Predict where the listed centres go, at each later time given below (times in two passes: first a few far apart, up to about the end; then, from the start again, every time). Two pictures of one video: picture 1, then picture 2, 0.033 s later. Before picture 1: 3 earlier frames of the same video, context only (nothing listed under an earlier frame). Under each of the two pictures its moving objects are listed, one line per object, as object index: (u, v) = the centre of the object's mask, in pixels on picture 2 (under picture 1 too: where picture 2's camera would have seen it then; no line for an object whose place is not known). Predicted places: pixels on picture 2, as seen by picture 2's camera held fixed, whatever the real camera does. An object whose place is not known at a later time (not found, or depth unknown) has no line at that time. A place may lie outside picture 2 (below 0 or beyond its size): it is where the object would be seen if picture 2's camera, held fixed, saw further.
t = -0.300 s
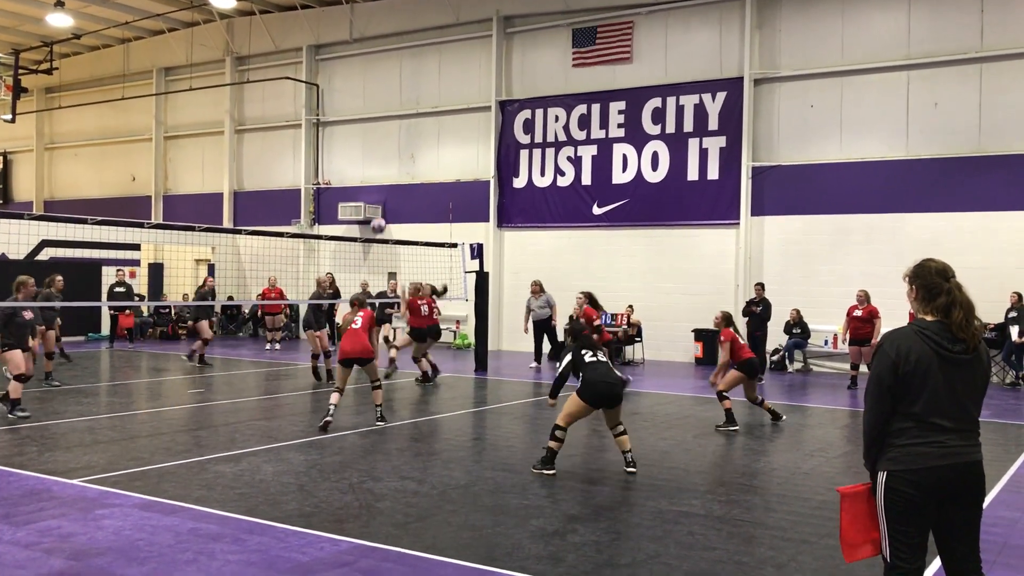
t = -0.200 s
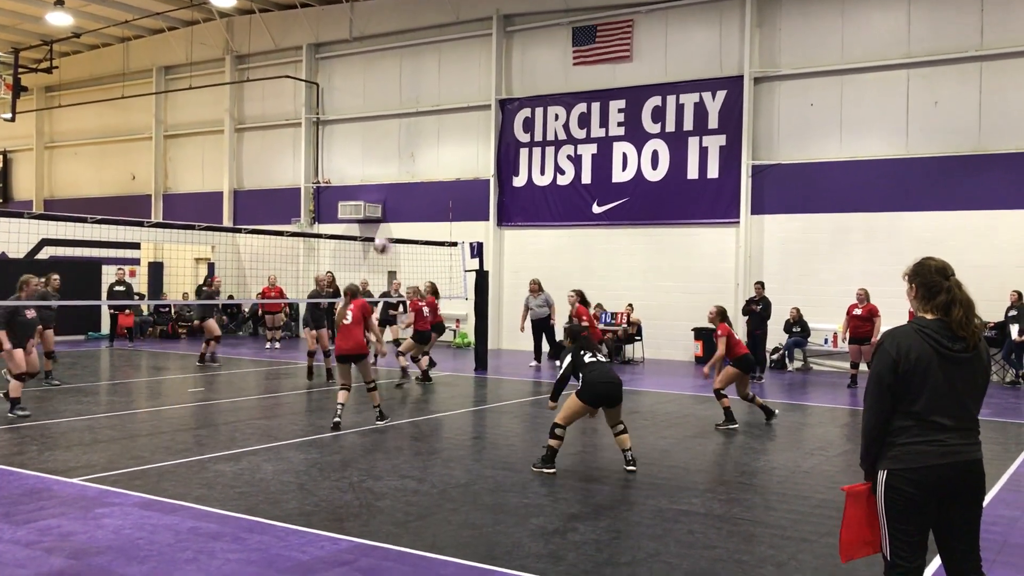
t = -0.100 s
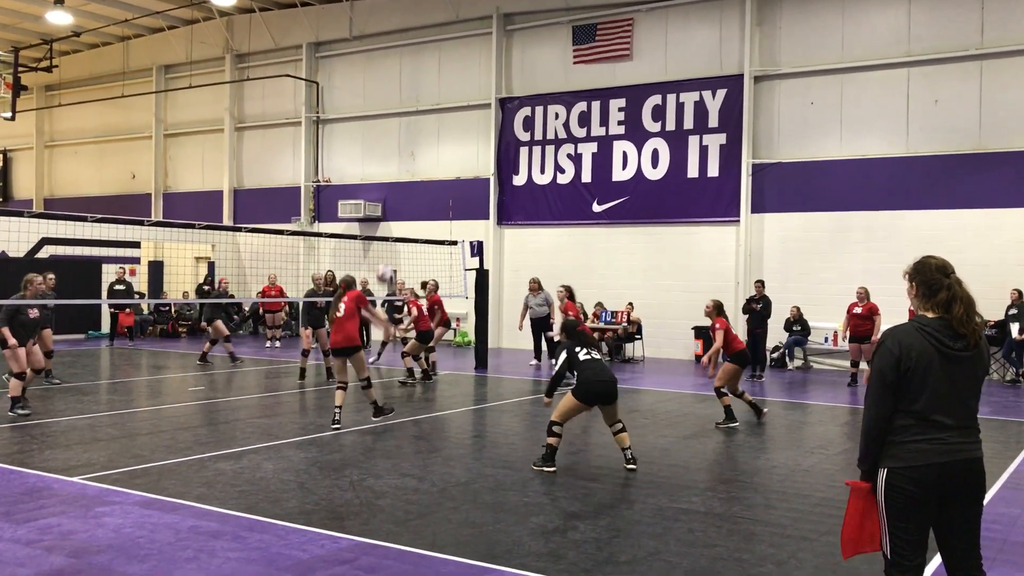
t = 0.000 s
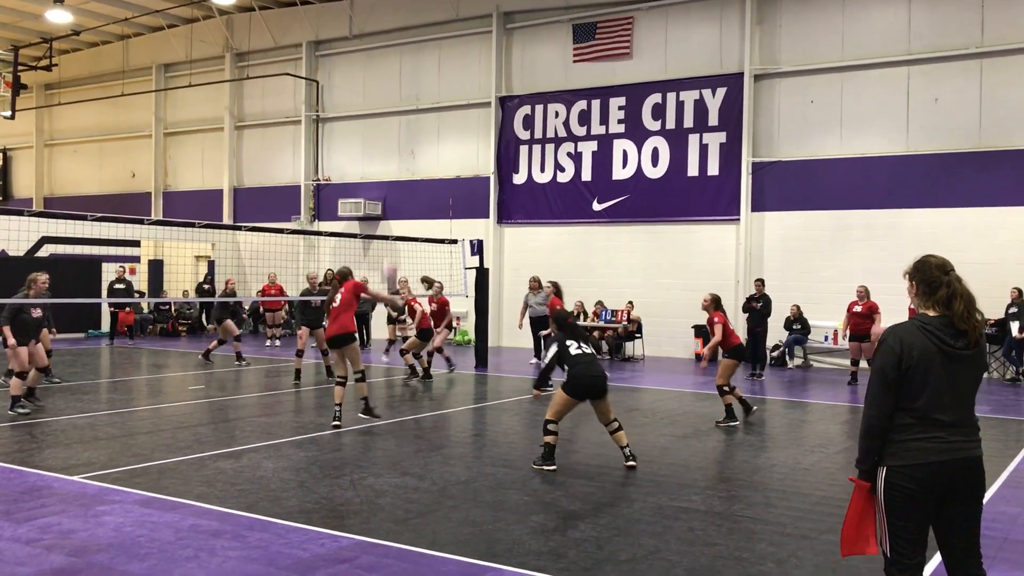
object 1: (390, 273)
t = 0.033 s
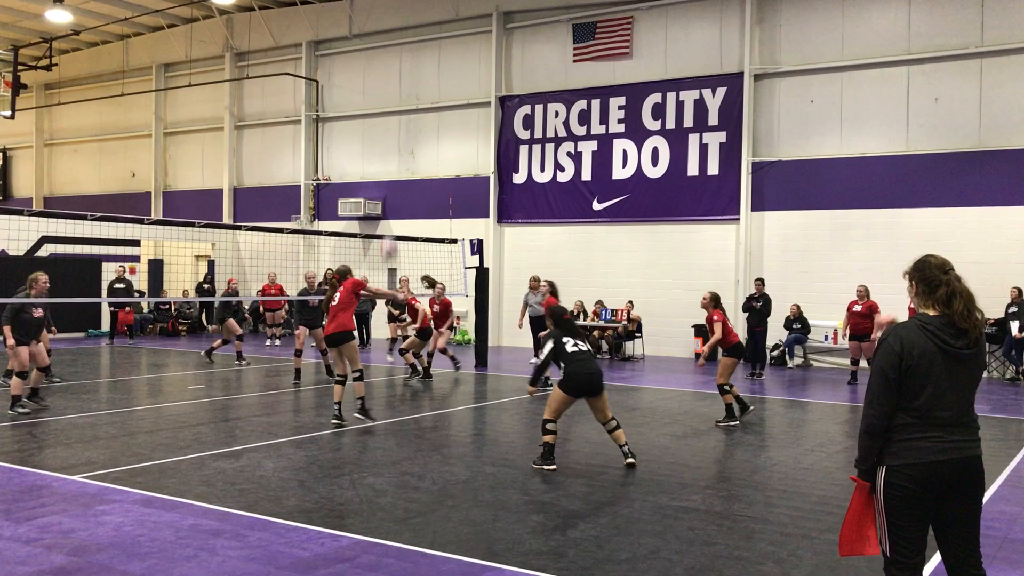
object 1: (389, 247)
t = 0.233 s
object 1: (392, 137)
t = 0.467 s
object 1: (394, 61)
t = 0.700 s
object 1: (395, 34)
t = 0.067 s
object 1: (390, 224)
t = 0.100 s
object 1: (390, 206)
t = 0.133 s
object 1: (391, 188)
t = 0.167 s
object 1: (391, 168)
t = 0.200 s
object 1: (391, 153)
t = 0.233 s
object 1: (392, 137)
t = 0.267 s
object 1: (392, 122)
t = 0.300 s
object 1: (393, 111)
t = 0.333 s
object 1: (392, 99)
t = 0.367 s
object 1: (393, 88)
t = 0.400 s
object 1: (394, 77)
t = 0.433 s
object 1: (394, 69)
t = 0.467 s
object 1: (394, 61)
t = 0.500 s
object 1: (394, 54)
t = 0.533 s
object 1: (394, 48)
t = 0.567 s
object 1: (394, 44)
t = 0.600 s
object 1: (395, 40)
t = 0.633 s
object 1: (395, 37)
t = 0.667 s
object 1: (395, 35)
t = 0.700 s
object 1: (395, 34)
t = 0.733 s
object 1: (395, 34)
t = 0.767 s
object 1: (395, 35)
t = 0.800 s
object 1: (396, 36)
